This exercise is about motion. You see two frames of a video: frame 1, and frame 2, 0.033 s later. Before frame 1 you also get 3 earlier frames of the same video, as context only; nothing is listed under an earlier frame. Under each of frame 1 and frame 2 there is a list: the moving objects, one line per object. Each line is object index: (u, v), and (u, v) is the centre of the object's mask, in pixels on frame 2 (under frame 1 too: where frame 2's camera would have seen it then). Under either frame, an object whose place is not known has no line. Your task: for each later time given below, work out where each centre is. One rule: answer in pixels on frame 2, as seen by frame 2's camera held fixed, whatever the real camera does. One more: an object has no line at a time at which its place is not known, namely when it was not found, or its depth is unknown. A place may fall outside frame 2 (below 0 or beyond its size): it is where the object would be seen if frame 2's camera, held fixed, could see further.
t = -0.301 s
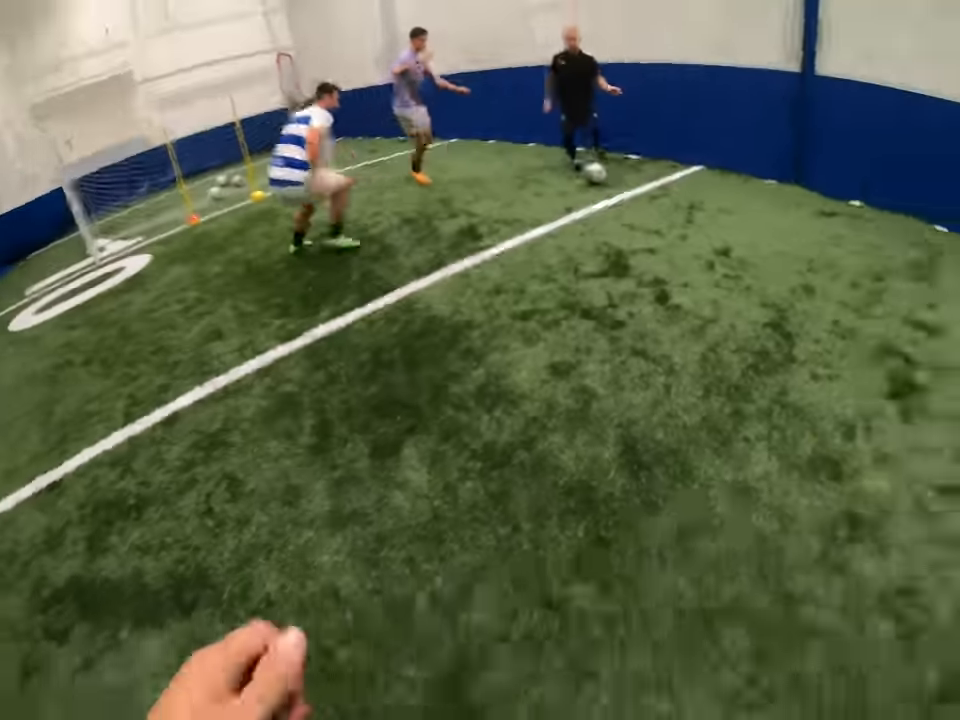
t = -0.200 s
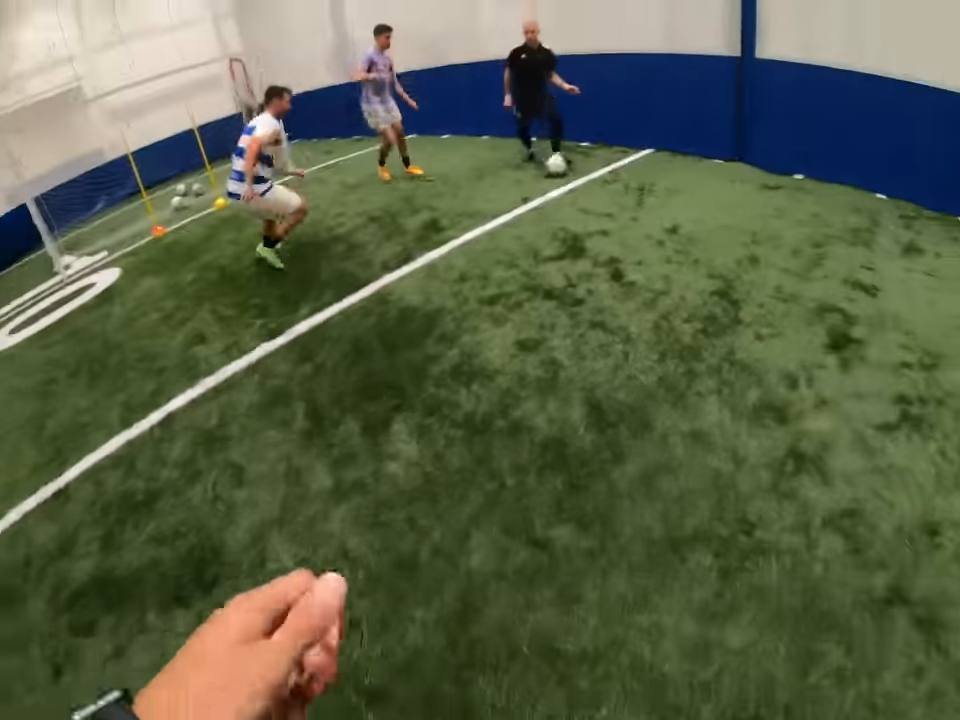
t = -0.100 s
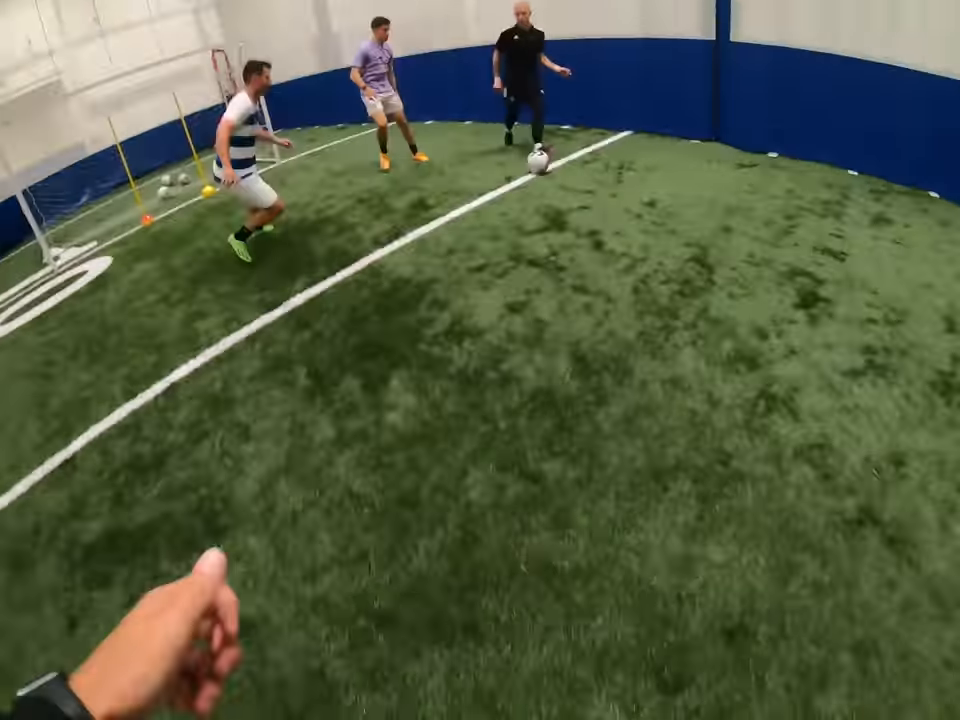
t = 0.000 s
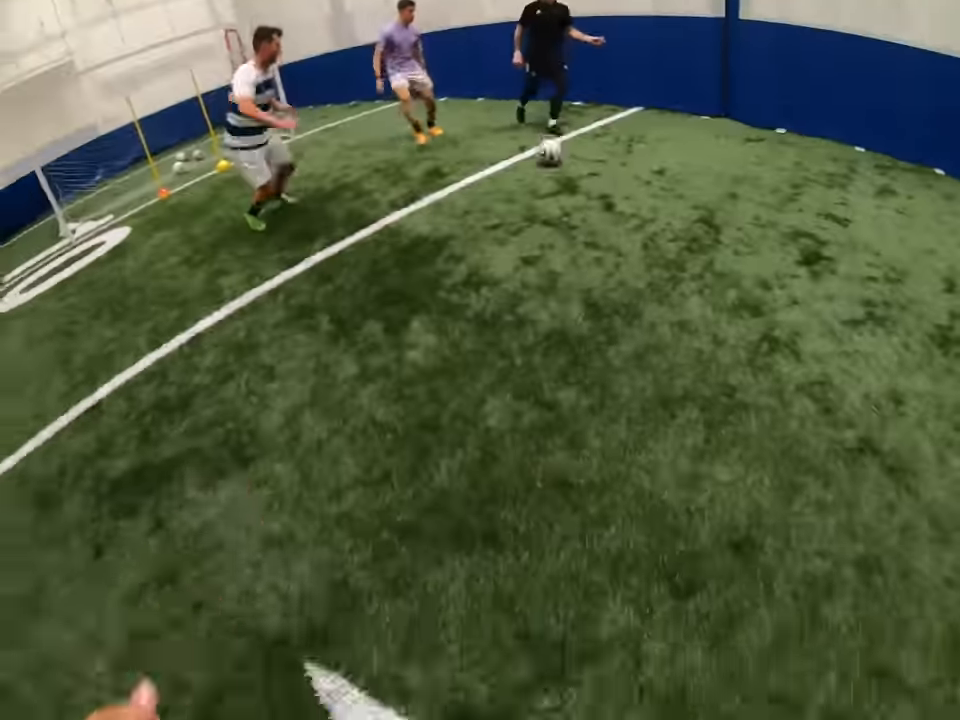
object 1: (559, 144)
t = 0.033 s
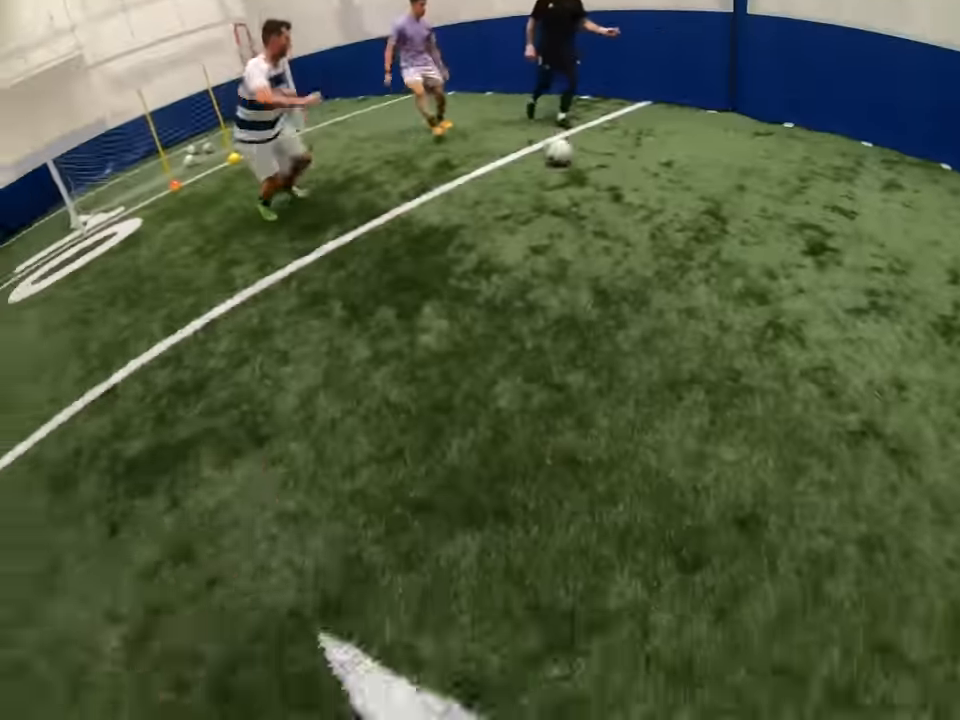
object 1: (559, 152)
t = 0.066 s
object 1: (560, 158)
